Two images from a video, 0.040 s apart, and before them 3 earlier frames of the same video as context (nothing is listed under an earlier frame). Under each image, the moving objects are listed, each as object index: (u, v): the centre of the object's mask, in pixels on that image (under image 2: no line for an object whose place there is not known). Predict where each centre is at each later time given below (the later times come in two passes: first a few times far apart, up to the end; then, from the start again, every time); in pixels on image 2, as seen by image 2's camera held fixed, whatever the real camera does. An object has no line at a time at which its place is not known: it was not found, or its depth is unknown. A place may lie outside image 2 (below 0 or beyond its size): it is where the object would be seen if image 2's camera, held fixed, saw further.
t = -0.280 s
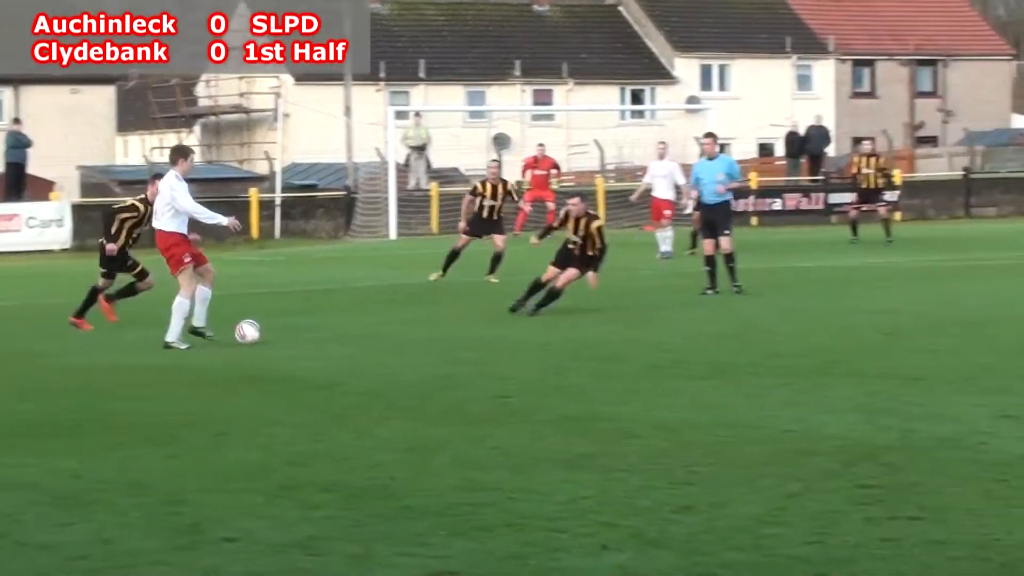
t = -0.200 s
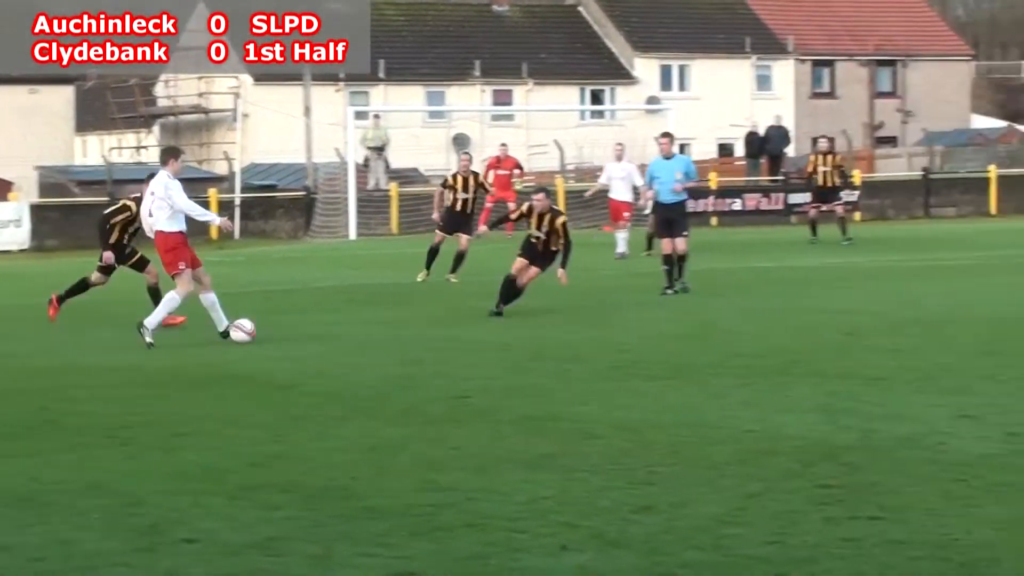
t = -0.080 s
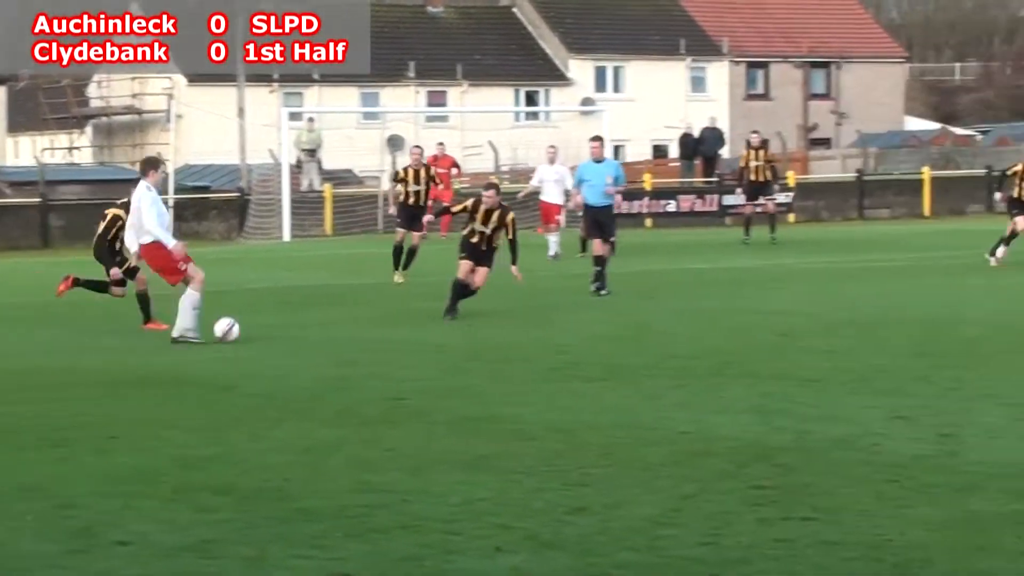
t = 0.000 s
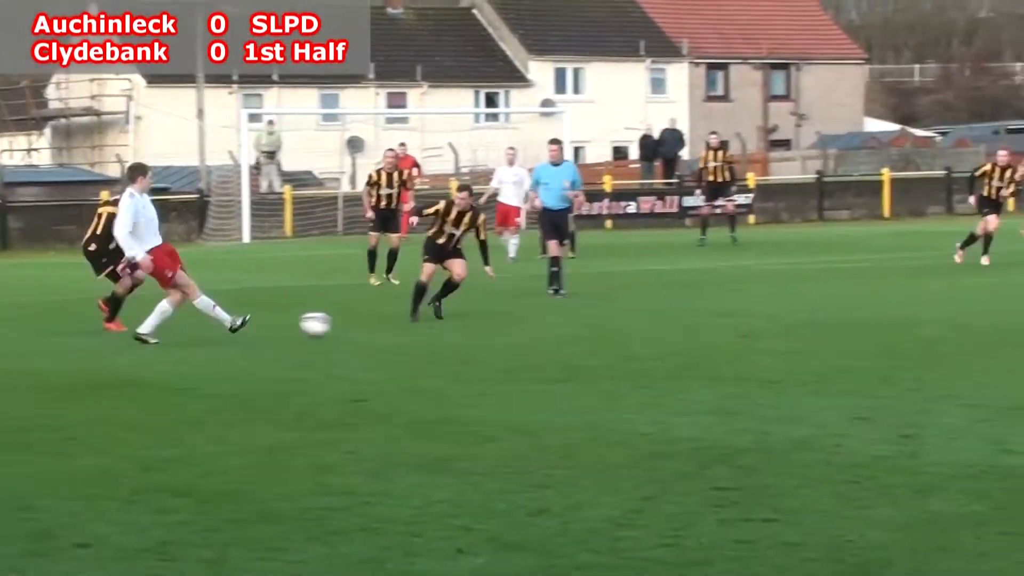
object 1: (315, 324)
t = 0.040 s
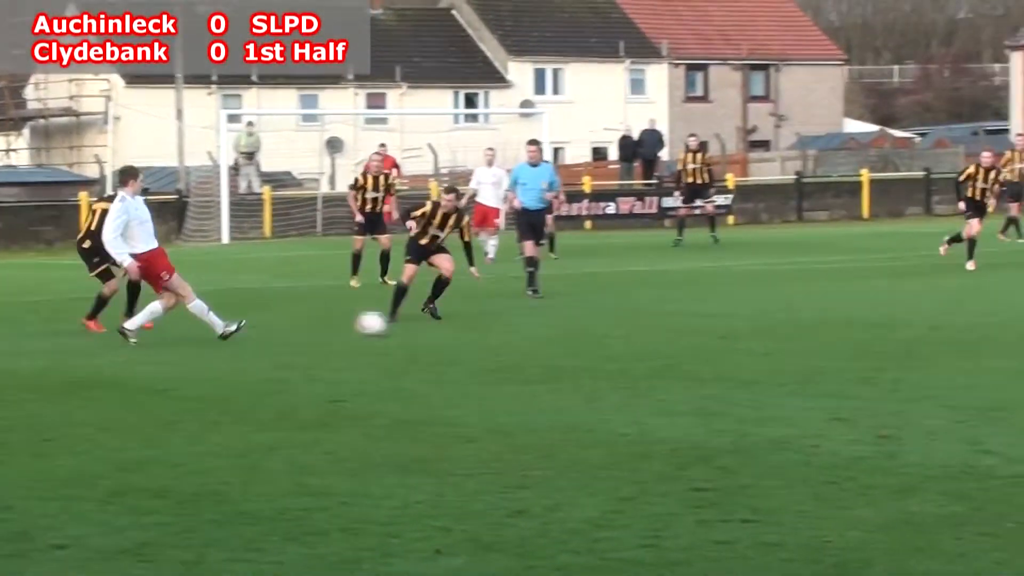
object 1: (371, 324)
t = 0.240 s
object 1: (711, 311)
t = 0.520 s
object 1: (1090, 302)
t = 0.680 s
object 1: (1283, 299)
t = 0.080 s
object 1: (447, 323)
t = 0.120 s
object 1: (518, 320)
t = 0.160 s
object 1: (585, 316)
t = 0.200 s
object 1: (648, 313)
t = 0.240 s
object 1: (711, 311)
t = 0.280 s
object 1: (771, 311)
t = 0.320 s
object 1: (826, 307)
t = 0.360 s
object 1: (881, 304)
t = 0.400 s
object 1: (936, 303)
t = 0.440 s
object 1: (989, 303)
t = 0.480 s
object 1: (1042, 303)
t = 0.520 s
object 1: (1090, 302)
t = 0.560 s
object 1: (1140, 300)
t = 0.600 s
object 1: (1189, 301)
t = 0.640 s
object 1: (1237, 301)
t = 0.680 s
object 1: (1283, 299)
